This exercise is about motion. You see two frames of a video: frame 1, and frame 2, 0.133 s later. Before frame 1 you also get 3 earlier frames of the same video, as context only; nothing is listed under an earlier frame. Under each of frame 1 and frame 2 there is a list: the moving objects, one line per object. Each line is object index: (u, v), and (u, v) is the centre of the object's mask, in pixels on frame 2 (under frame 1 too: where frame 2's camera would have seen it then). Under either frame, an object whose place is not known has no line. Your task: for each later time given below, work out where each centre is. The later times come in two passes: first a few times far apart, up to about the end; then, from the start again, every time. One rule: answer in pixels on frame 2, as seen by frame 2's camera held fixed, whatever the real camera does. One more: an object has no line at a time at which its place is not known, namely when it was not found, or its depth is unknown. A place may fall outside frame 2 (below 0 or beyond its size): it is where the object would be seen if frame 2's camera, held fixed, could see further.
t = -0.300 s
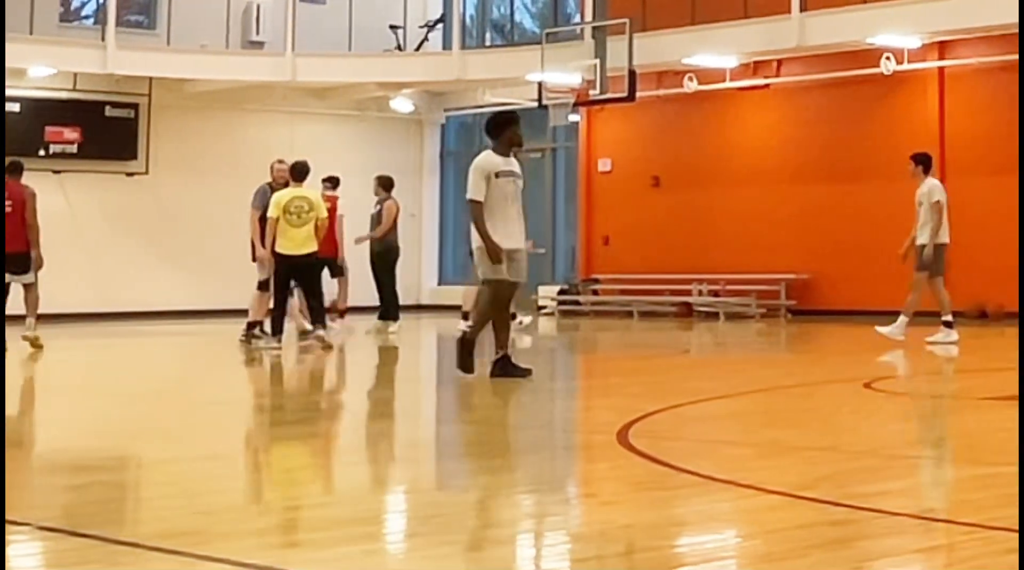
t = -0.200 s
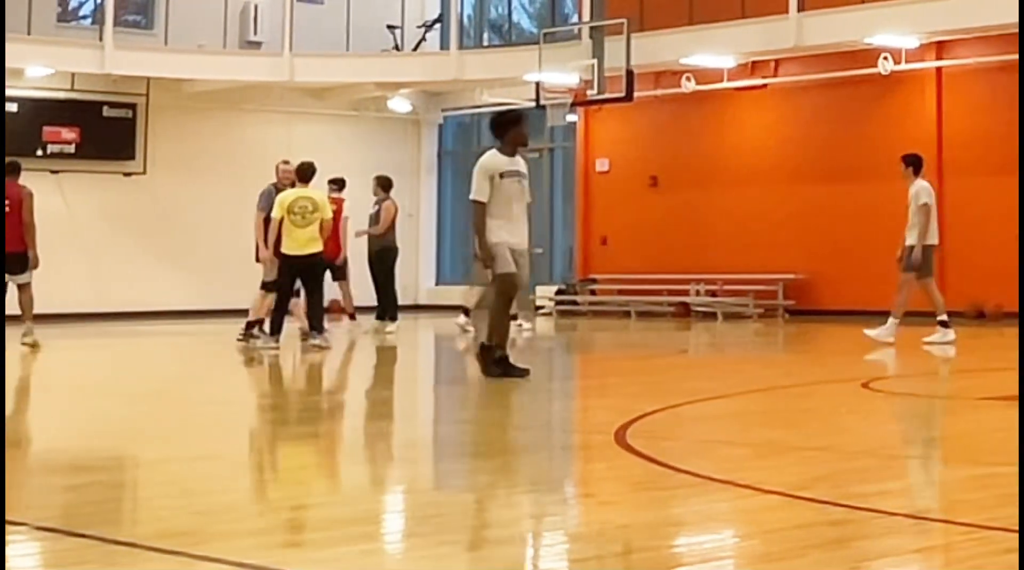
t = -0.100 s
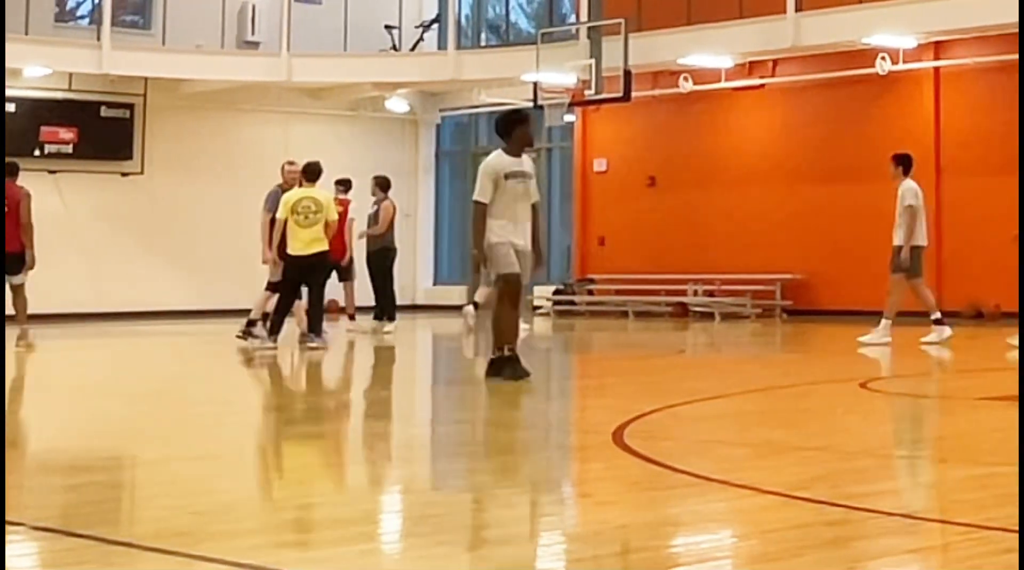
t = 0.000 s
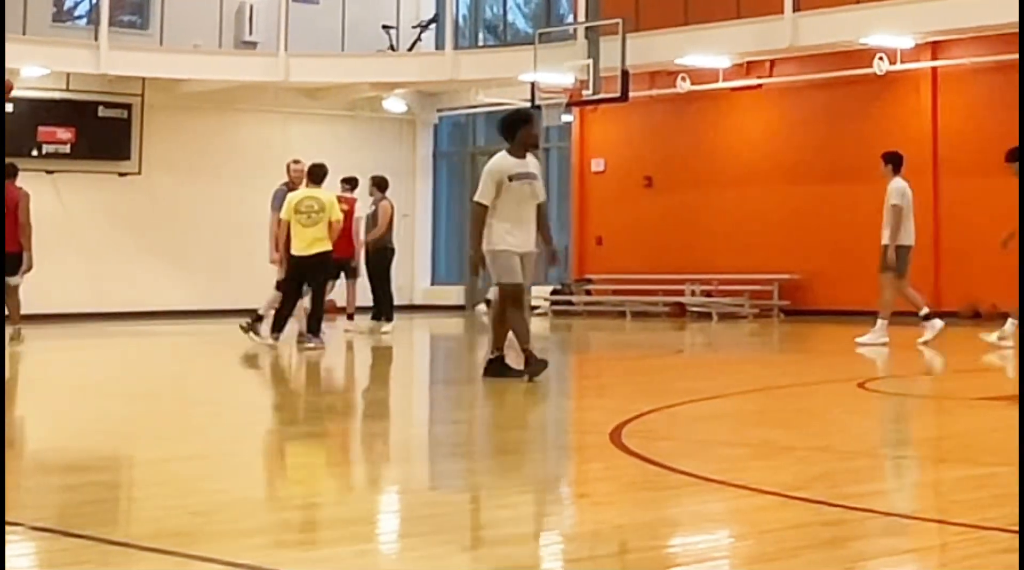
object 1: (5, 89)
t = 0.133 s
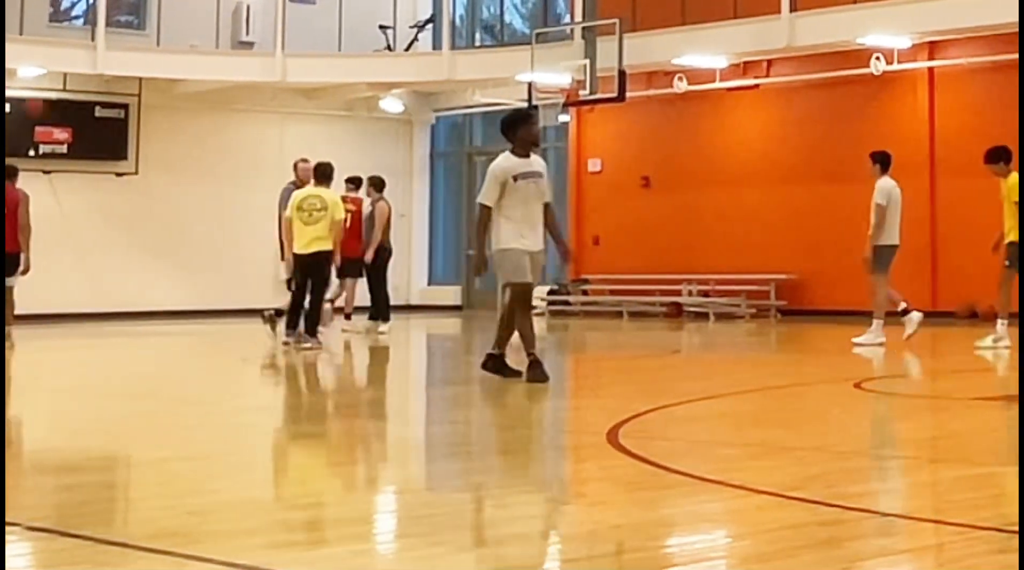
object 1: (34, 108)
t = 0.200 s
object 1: (51, 120)
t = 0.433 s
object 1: (107, 199)
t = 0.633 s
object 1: (155, 299)
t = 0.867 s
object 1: (189, 247)
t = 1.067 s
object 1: (211, 200)
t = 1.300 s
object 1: (238, 183)
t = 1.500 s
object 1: (257, 204)
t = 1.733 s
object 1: (280, 270)
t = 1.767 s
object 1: (284, 284)
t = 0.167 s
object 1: (42, 114)
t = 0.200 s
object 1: (51, 120)
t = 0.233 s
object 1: (59, 129)
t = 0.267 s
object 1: (67, 138)
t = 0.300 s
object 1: (75, 149)
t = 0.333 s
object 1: (83, 159)
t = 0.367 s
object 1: (91, 172)
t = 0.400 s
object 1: (99, 185)
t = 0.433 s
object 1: (107, 199)
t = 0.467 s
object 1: (115, 214)
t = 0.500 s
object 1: (123, 229)
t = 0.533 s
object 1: (131, 245)
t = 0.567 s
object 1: (139, 263)
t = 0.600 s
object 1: (147, 280)
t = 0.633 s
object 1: (155, 299)
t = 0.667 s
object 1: (162, 319)
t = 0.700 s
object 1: (169, 312)
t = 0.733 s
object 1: (172, 297)
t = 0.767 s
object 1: (177, 283)
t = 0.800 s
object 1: (181, 270)
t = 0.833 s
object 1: (185, 258)
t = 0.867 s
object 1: (189, 247)
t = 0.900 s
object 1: (193, 237)
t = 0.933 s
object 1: (198, 227)
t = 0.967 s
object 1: (201, 219)
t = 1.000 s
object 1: (205, 212)
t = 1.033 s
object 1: (208, 206)
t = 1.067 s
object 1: (211, 200)
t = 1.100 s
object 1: (216, 195)
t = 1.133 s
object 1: (219, 191)
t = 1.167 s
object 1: (223, 187)
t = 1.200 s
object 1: (226, 185)
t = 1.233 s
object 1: (230, 183)
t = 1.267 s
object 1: (234, 183)
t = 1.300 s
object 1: (238, 183)
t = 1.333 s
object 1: (241, 184)
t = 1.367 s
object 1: (244, 187)
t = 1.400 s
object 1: (248, 190)
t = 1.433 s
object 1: (251, 193)
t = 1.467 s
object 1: (254, 198)
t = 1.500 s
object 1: (257, 204)
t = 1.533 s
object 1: (261, 211)
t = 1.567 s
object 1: (265, 219)
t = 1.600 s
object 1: (268, 227)
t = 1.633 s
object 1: (271, 236)
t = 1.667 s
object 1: (274, 247)
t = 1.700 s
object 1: (277, 258)
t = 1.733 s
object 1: (280, 270)
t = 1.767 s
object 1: (284, 284)
